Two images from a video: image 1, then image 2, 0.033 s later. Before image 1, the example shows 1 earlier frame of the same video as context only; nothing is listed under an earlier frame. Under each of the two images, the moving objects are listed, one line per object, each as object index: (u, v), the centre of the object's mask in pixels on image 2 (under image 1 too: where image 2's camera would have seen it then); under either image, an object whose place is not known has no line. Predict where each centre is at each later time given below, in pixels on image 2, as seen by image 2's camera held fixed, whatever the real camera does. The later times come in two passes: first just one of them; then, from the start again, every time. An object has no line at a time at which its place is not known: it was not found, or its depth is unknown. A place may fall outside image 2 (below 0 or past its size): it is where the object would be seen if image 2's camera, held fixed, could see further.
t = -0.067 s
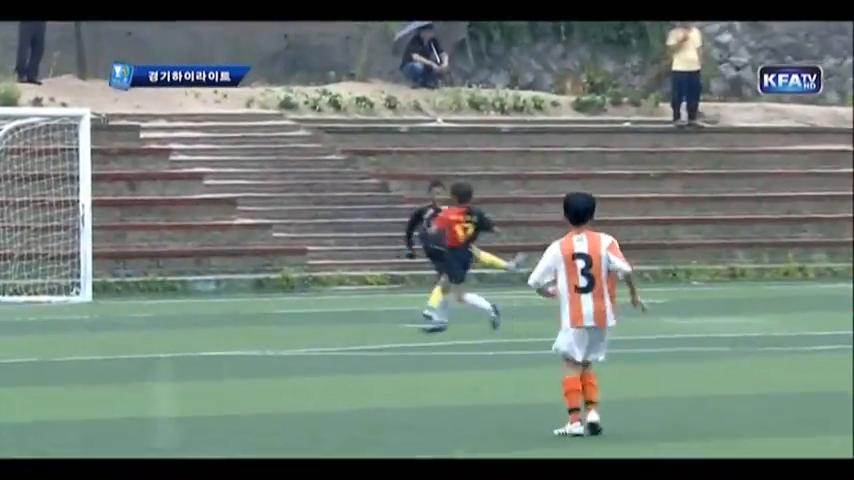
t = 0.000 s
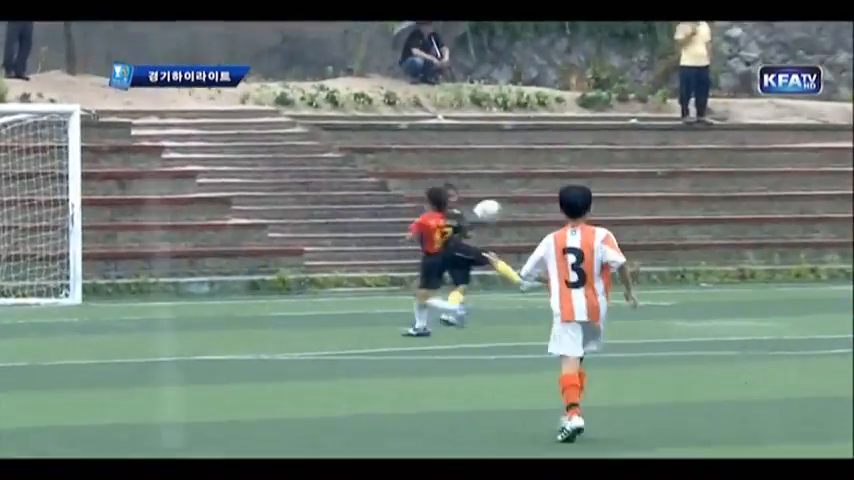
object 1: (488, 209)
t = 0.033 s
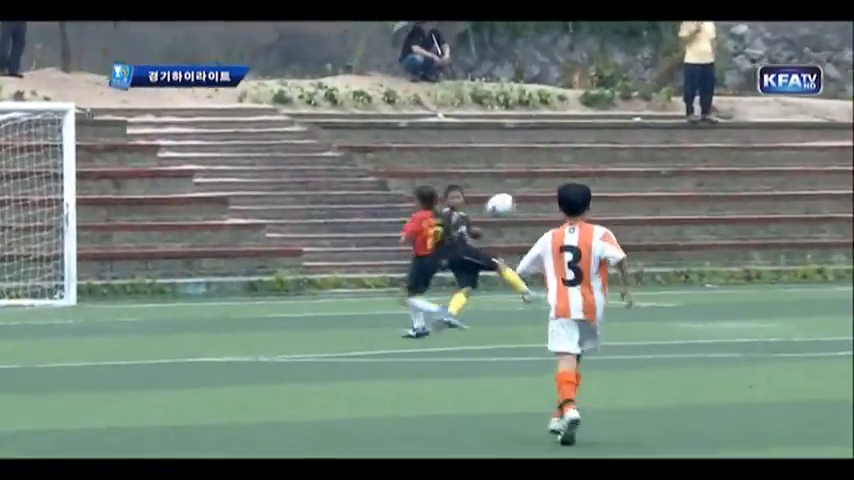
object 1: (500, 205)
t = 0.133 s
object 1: (533, 191)
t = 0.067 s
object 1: (514, 198)
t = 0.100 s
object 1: (524, 192)
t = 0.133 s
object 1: (533, 191)
